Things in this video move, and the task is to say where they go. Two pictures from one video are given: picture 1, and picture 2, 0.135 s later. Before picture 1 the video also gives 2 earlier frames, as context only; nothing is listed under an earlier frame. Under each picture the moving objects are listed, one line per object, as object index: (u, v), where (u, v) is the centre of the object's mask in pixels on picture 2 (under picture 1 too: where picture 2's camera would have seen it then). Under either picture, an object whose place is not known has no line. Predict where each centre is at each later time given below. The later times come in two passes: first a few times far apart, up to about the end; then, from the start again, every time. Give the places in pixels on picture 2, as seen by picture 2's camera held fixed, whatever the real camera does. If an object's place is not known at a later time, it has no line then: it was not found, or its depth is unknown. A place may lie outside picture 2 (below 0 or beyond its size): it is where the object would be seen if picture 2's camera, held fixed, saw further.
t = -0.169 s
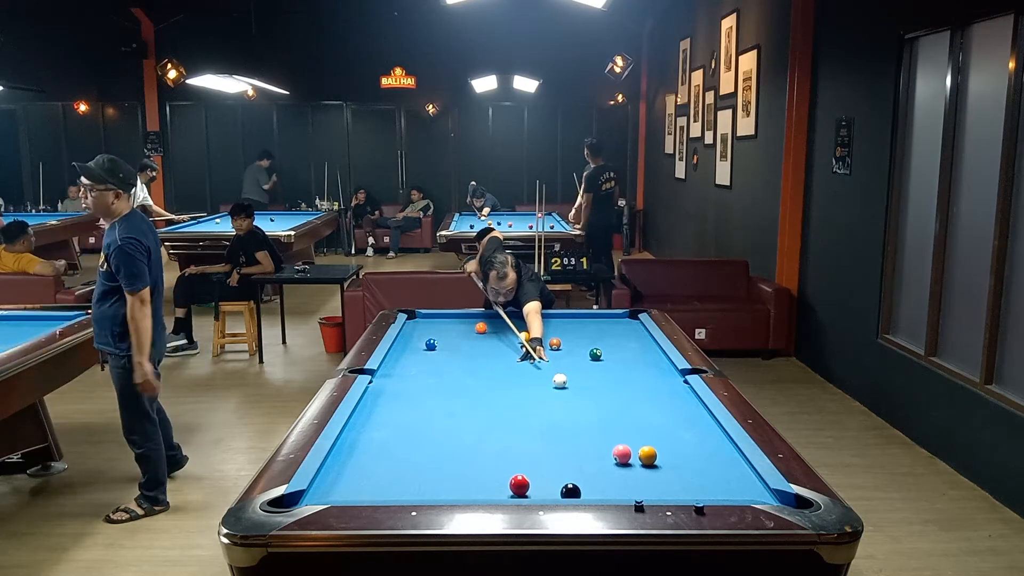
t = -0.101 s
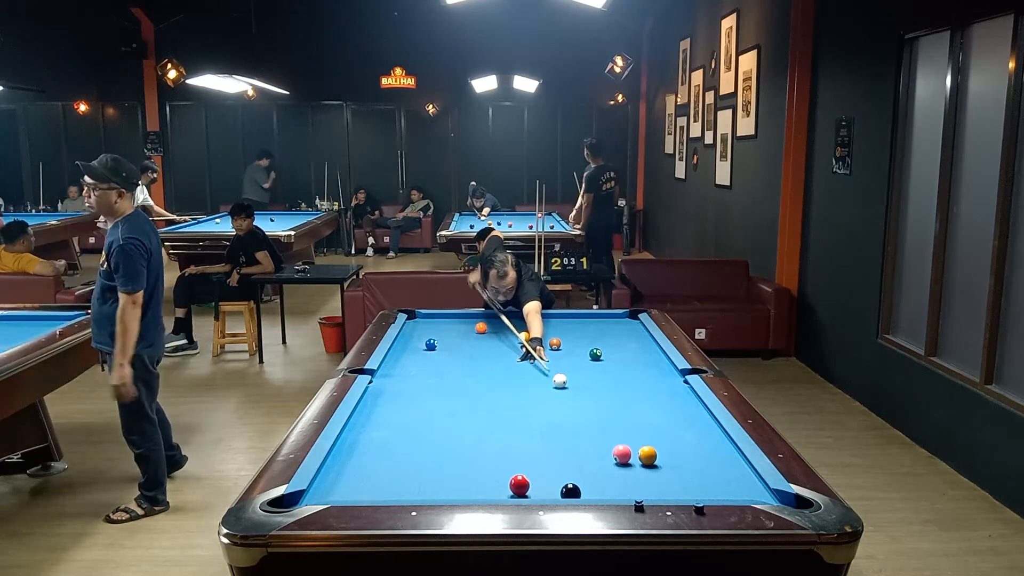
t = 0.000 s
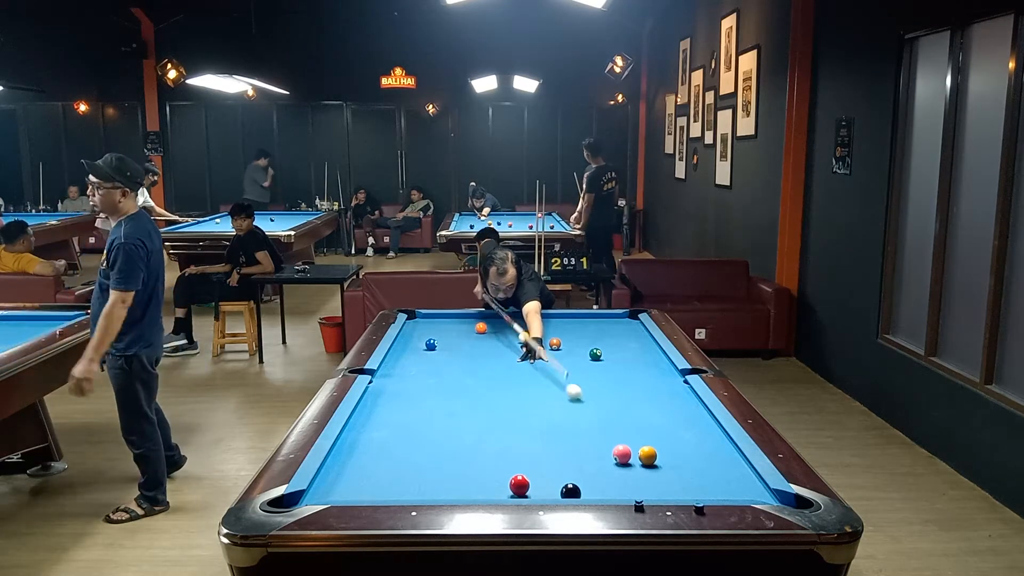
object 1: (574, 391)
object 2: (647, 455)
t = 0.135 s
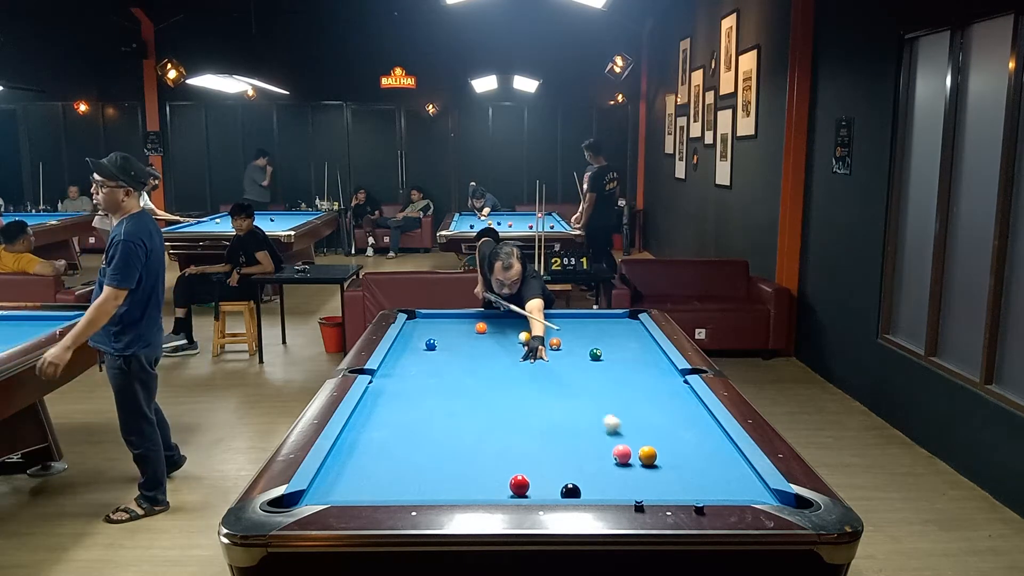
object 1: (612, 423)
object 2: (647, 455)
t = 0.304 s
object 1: (641, 448)
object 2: (669, 475)
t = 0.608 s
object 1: (636, 440)
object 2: (697, 467)
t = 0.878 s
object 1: (630, 434)
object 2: (700, 437)
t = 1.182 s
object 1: (625, 427)
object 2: (701, 411)
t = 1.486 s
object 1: (621, 422)
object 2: (677, 391)
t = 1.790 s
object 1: (617, 417)
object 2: (658, 375)
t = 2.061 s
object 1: (615, 413)
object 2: (643, 363)
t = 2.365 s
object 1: (612, 410)
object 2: (629, 351)
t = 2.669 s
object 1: (611, 408)
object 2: (616, 341)
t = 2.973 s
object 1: (609, 406)
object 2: (606, 332)
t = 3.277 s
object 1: (609, 405)
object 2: (597, 324)
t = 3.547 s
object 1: (608, 404)
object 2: (589, 318)
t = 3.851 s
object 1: (608, 404)
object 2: (585, 317)
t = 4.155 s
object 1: (608, 404)
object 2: (583, 320)
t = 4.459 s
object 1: (608, 404)
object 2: (582, 323)
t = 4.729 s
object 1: (608, 404)
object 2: (580, 326)
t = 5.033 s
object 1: (608, 404)
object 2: (579, 328)
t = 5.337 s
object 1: (608, 404)
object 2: (578, 330)
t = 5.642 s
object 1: (608, 404)
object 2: (577, 332)
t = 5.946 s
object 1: (608, 404)
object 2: (577, 334)
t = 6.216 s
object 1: (608, 404)
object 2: (577, 335)
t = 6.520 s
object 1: (608, 404)
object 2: (577, 337)
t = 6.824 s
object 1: (608, 404)
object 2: (577, 337)
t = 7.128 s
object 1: (608, 404)
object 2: (577, 338)
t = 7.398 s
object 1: (608, 404)
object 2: (577, 338)
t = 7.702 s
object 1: (608, 404)
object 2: (577, 338)
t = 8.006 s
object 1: (608, 404)
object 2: (577, 338)
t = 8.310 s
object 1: (608, 404)
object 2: (577, 338)
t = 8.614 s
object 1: (608, 404)
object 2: (577, 338)
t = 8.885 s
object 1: (608, 404)
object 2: (577, 338)
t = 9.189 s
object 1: (608, 404)
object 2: (577, 338)
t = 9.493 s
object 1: (608, 404)
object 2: (577, 338)
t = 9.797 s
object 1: (608, 404)
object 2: (577, 338)
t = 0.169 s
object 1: (622, 432)
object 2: (647, 455)
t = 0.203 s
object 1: (632, 440)
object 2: (647, 455)
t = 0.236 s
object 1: (638, 446)
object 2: (649, 456)
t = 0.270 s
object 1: (642, 449)
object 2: (658, 466)
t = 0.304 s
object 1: (641, 448)
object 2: (669, 475)
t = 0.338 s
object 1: (641, 448)
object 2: (680, 485)
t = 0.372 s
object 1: (641, 447)
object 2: (691, 492)
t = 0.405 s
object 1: (640, 446)
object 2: (695, 492)
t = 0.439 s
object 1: (639, 445)
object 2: (695, 489)
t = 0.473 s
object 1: (639, 444)
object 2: (696, 485)
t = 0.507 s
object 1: (638, 443)
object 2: (696, 480)
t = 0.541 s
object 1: (637, 442)
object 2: (696, 476)
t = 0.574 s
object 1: (637, 441)
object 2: (697, 472)
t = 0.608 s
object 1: (636, 440)
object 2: (697, 467)
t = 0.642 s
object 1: (635, 439)
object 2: (697, 463)
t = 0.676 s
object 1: (634, 439)
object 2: (698, 459)
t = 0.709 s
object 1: (634, 438)
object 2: (698, 455)
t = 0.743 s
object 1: (633, 437)
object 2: (698, 452)
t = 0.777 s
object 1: (632, 436)
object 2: (699, 448)
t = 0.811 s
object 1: (632, 435)
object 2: (699, 444)
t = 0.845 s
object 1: (631, 434)
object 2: (699, 441)
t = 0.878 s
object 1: (630, 434)
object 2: (700, 437)
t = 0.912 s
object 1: (630, 433)
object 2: (700, 434)
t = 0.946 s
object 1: (629, 432)
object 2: (700, 431)
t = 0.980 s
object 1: (628, 431)
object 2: (701, 428)
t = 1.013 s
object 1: (628, 431)
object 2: (701, 425)
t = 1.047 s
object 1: (627, 430)
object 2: (701, 422)
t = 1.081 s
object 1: (627, 429)
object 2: (701, 419)
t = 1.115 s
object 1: (626, 428)
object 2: (702, 416)
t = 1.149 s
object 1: (626, 428)
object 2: (702, 413)
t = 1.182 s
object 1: (625, 427)
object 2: (701, 411)
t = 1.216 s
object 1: (625, 426)
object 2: (699, 408)
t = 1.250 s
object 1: (624, 426)
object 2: (696, 406)
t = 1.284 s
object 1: (623, 425)
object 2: (693, 404)
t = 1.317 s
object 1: (623, 424)
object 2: (690, 401)
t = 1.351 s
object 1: (623, 424)
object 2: (688, 399)
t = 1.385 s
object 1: (622, 423)
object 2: (685, 397)
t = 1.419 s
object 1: (622, 423)
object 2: (683, 395)
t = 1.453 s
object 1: (621, 422)
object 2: (680, 393)
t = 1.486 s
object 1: (621, 422)
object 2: (677, 391)
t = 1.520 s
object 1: (620, 421)
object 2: (675, 389)
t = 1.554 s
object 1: (620, 420)
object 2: (673, 387)
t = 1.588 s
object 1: (619, 420)
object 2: (671, 385)
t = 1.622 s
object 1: (619, 419)
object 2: (669, 383)
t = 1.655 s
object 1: (619, 419)
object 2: (666, 382)
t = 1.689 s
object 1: (618, 418)
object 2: (664, 380)
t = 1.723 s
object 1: (618, 418)
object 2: (662, 378)
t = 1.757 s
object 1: (618, 417)
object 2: (660, 376)
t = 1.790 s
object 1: (617, 417)
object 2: (658, 375)
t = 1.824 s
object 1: (617, 416)
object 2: (656, 373)
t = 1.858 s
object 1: (617, 416)
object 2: (654, 371)
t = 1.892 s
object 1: (616, 415)
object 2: (652, 370)
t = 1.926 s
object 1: (616, 415)
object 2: (650, 368)
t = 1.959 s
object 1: (616, 414)
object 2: (648, 367)
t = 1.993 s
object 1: (616, 414)
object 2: (646, 365)
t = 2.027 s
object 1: (615, 414)
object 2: (645, 364)
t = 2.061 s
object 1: (615, 413)
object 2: (643, 363)
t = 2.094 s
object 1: (615, 413)
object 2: (641, 361)
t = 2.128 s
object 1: (614, 413)
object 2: (640, 360)
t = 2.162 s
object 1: (614, 412)
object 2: (638, 358)
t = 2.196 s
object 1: (614, 412)
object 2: (636, 357)
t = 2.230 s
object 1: (613, 411)
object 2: (635, 356)
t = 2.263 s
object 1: (613, 411)
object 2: (633, 354)
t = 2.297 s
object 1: (613, 411)
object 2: (632, 353)
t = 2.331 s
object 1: (613, 410)
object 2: (630, 352)
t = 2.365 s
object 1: (612, 410)
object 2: (629, 351)
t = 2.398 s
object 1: (612, 410)
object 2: (627, 350)
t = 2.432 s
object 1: (612, 410)
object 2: (626, 348)
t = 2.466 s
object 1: (612, 409)
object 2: (625, 347)
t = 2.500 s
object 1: (612, 409)
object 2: (623, 346)
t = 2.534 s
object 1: (611, 409)
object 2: (622, 345)
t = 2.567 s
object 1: (611, 408)
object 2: (620, 344)
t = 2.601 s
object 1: (611, 408)
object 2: (619, 343)
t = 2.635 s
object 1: (611, 408)
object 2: (618, 342)
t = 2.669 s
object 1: (611, 408)
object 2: (616, 341)
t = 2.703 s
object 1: (611, 407)
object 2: (615, 339)
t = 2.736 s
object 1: (610, 407)
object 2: (614, 338)
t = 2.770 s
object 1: (610, 407)
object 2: (613, 337)
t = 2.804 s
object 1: (610, 407)
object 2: (612, 336)
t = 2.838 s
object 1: (610, 407)
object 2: (610, 336)
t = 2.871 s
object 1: (610, 406)
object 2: (609, 335)
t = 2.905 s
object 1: (610, 406)
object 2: (608, 334)
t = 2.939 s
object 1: (609, 406)
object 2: (607, 333)
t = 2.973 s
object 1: (609, 406)
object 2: (606, 332)
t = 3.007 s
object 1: (609, 406)
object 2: (605, 331)
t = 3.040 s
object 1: (609, 406)
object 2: (604, 330)
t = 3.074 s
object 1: (609, 406)
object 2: (603, 329)
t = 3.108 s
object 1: (609, 405)
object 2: (602, 328)
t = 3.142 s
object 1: (609, 405)
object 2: (600, 327)
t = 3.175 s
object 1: (609, 405)
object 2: (599, 326)
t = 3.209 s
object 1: (609, 405)
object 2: (599, 326)
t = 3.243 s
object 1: (609, 405)
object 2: (598, 325)
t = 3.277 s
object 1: (609, 405)
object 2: (597, 324)
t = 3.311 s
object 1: (609, 405)
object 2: (596, 323)
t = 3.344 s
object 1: (608, 405)
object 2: (594, 322)
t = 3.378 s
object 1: (608, 405)
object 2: (594, 321)
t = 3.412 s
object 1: (608, 404)
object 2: (593, 321)
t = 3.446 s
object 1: (608, 404)
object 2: (592, 320)
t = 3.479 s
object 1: (608, 404)
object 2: (591, 319)
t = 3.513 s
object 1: (608, 404)
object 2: (590, 318)
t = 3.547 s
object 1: (608, 404)
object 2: (589, 318)
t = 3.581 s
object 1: (608, 404)
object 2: (588, 317)
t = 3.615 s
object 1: (608, 404)
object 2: (587, 316)
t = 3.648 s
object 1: (608, 404)
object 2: (587, 316)
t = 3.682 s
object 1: (608, 404)
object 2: (586, 316)
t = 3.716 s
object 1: (608, 404)
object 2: (586, 316)
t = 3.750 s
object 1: (608, 404)
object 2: (586, 316)
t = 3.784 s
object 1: (608, 404)
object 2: (585, 316)
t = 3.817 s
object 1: (608, 404)
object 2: (585, 317)
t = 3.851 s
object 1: (608, 404)
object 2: (585, 317)
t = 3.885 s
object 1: (608, 404)
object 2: (585, 317)
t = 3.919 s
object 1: (608, 404)
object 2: (585, 318)
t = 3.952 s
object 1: (608, 404)
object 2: (584, 318)
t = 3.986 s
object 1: (608, 404)
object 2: (584, 318)
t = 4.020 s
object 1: (608, 404)
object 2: (584, 319)
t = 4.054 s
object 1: (608, 404)
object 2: (584, 319)
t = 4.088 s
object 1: (608, 404)
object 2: (584, 319)
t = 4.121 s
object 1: (608, 404)
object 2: (583, 320)
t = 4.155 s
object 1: (608, 404)
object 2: (583, 320)
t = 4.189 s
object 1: (608, 404)
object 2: (583, 321)
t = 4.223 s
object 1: (608, 404)
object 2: (583, 321)
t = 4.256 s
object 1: (608, 404)
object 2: (583, 321)
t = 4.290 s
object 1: (608, 404)
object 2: (582, 322)
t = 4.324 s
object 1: (608, 404)
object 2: (582, 322)
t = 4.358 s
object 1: (608, 404)
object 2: (582, 322)
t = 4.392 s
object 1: (608, 404)
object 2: (582, 323)
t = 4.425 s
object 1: (608, 404)
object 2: (582, 323)
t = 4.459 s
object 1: (608, 404)
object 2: (582, 323)
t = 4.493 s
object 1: (608, 404)
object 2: (582, 323)
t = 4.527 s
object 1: (608, 404)
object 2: (581, 324)
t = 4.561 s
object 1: (608, 404)
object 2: (581, 324)
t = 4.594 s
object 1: (608, 404)
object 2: (581, 324)
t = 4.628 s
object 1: (608, 404)
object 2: (581, 325)
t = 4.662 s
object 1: (608, 404)
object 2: (581, 325)
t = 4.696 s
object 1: (608, 404)
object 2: (580, 325)
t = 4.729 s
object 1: (608, 404)
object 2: (580, 326)
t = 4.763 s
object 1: (608, 404)
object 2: (580, 326)
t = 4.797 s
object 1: (608, 404)
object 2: (580, 326)
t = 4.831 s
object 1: (608, 404)
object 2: (580, 327)
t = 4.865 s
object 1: (608, 404)
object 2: (580, 327)
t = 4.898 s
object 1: (608, 404)
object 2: (579, 327)
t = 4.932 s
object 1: (608, 404)
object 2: (579, 327)
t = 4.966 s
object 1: (608, 404)
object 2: (579, 328)
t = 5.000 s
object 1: (608, 404)
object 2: (579, 328)
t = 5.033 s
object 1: (608, 404)
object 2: (579, 328)
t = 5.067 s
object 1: (608, 404)
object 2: (579, 329)
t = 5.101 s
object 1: (608, 404)
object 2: (579, 329)
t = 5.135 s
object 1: (608, 404)
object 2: (579, 329)
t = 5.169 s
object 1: (608, 404)
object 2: (578, 329)
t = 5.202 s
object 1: (608, 404)
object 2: (578, 330)
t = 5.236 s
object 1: (608, 404)
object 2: (578, 330)
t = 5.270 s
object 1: (608, 404)
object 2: (578, 330)
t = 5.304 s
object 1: (608, 404)
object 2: (578, 330)
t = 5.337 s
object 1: (608, 404)
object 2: (578, 330)
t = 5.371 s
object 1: (608, 404)
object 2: (578, 331)
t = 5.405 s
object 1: (608, 404)
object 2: (578, 331)
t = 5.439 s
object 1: (608, 404)
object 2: (577, 331)
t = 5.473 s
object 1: (608, 404)
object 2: (577, 331)
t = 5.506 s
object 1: (608, 404)
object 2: (577, 332)
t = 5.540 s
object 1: (608, 404)
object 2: (577, 332)
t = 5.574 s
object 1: (608, 404)
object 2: (577, 332)
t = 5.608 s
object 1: (608, 404)
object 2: (577, 332)
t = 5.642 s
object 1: (608, 404)
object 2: (577, 332)
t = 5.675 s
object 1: (608, 404)
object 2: (577, 333)
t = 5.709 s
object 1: (608, 404)
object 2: (577, 333)
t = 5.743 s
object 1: (608, 404)
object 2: (577, 333)
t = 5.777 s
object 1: (608, 404)
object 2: (577, 333)
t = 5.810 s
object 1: (608, 404)
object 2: (577, 333)
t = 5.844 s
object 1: (608, 404)
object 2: (577, 334)
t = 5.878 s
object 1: (608, 404)
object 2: (577, 334)
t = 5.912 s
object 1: (608, 404)
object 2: (577, 334)
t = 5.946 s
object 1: (608, 404)
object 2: (577, 334)
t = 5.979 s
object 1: (608, 404)
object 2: (577, 334)
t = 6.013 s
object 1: (608, 404)
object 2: (577, 335)
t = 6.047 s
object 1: (608, 404)
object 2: (577, 335)
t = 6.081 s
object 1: (608, 404)
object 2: (577, 335)
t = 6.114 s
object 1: (608, 404)
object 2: (577, 335)
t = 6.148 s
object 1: (608, 404)
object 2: (577, 335)
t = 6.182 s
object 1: (608, 404)
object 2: (577, 335)
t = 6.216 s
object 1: (608, 404)
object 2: (577, 335)
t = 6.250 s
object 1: (608, 404)
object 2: (577, 335)
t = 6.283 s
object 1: (608, 404)
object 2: (577, 336)
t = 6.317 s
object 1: (608, 404)
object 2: (577, 336)
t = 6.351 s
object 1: (608, 404)
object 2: (577, 336)
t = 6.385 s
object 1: (608, 404)
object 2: (577, 336)
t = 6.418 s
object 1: (608, 404)
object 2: (576, 336)
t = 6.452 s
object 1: (608, 404)
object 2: (576, 336)
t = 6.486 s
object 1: (608, 404)
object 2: (576, 336)
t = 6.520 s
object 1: (608, 404)
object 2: (577, 337)
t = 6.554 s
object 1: (608, 404)
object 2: (577, 337)
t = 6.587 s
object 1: (608, 404)
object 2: (577, 337)
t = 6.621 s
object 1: (608, 404)
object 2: (577, 337)
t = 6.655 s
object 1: (608, 404)
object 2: (577, 337)
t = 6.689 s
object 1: (608, 404)
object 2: (577, 337)
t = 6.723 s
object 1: (608, 404)
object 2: (577, 337)
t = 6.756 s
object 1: (608, 404)
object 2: (577, 337)
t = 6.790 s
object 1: (608, 404)
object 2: (577, 337)
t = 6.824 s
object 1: (608, 404)
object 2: (577, 337)
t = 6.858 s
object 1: (608, 404)
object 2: (577, 337)
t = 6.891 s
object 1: (608, 404)
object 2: (577, 337)
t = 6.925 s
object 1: (608, 404)
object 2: (577, 338)
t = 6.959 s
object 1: (608, 404)
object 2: (577, 338)
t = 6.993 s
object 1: (608, 404)
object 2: (577, 338)
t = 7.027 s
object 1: (608, 404)
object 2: (577, 338)
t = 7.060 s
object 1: (608, 404)
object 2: (577, 338)
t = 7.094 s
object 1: (608, 404)
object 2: (577, 338)
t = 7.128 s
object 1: (608, 404)
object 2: (577, 338)
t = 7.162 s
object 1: (608, 404)
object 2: (577, 338)
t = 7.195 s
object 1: (608, 404)
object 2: (577, 338)
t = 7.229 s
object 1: (608, 404)
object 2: (577, 338)
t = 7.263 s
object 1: (608, 404)
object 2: (577, 338)
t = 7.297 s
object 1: (608, 404)
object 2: (577, 338)
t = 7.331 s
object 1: (608, 404)
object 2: (577, 338)
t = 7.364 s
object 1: (608, 404)
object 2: (577, 338)
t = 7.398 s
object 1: (608, 404)
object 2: (577, 338)
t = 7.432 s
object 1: (608, 404)
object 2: (577, 338)
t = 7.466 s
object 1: (608, 404)
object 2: (577, 338)
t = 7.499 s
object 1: (608, 404)
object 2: (577, 338)
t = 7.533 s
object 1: (608, 404)
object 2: (577, 338)
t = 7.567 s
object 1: (608, 404)
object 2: (577, 338)
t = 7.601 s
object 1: (608, 404)
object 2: (577, 338)
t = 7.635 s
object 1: (608, 404)
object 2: (577, 338)
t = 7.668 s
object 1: (608, 404)
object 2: (577, 338)
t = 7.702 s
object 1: (608, 404)
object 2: (577, 338)
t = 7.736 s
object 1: (608, 404)
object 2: (577, 338)
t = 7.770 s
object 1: (608, 404)
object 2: (577, 338)
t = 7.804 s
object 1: (608, 404)
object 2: (577, 338)
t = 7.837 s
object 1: (608, 404)
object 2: (577, 338)
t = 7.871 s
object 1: (608, 404)
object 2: (577, 338)
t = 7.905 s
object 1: (608, 404)
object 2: (577, 338)
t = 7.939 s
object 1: (608, 404)
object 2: (577, 338)
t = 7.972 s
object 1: (608, 404)
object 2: (577, 338)
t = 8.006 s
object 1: (608, 404)
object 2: (577, 338)
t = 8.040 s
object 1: (608, 404)
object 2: (577, 338)
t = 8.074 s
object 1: (608, 404)
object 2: (577, 338)
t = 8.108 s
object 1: (608, 404)
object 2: (577, 338)
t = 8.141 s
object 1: (608, 404)
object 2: (577, 338)
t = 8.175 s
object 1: (608, 404)
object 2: (577, 338)
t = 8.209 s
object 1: (608, 404)
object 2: (577, 338)
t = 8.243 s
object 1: (608, 404)
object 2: (577, 338)
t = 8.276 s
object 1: (608, 404)
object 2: (577, 338)
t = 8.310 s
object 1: (608, 404)
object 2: (577, 338)
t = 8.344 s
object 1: (608, 404)
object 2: (577, 338)
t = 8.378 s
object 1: (608, 404)
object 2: (577, 338)
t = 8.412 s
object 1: (608, 404)
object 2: (577, 338)
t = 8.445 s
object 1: (608, 404)
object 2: (577, 338)
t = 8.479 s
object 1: (608, 404)
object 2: (577, 338)
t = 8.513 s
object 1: (608, 404)
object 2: (577, 338)
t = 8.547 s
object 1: (608, 404)
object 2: (577, 338)
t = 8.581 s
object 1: (608, 404)
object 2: (577, 338)
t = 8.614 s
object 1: (608, 404)
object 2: (577, 338)
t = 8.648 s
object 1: (608, 404)
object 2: (577, 338)
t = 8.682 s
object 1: (608, 404)
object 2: (577, 338)
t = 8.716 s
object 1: (608, 404)
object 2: (577, 338)
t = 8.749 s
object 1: (608, 404)
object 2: (577, 338)
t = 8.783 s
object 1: (608, 404)
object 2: (577, 338)
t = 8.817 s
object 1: (608, 404)
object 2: (577, 338)
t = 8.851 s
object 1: (608, 404)
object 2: (577, 338)
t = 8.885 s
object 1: (608, 404)
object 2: (577, 338)
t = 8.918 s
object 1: (608, 404)
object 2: (577, 338)
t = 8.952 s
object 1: (608, 404)
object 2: (577, 338)
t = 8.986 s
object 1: (608, 404)
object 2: (577, 338)
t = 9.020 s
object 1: (608, 404)
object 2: (577, 338)
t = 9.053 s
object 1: (608, 404)
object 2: (577, 338)
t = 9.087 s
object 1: (608, 404)
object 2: (577, 338)
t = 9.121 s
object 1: (608, 404)
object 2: (577, 338)
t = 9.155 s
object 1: (608, 404)
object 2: (577, 338)
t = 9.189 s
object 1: (608, 404)
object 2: (577, 338)
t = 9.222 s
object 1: (608, 404)
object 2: (577, 338)
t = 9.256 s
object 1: (608, 404)
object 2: (577, 338)
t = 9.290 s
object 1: (608, 404)
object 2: (577, 338)
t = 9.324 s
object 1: (608, 404)
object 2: (577, 338)
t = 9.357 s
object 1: (608, 404)
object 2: (577, 338)
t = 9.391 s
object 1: (608, 404)
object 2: (577, 338)
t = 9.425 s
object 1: (608, 404)
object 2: (577, 338)
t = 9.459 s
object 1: (608, 404)
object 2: (577, 338)
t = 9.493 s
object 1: (608, 404)
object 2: (577, 338)
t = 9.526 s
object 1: (608, 404)
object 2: (577, 338)
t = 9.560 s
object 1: (608, 404)
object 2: (577, 338)
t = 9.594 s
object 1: (608, 404)
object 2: (577, 338)
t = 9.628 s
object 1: (608, 404)
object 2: (577, 338)
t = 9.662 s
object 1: (608, 404)
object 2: (577, 338)
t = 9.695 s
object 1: (608, 404)
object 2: (577, 338)
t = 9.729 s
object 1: (608, 404)
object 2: (577, 338)
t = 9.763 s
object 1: (608, 404)
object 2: (577, 338)
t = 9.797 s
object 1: (608, 404)
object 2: (577, 338)
